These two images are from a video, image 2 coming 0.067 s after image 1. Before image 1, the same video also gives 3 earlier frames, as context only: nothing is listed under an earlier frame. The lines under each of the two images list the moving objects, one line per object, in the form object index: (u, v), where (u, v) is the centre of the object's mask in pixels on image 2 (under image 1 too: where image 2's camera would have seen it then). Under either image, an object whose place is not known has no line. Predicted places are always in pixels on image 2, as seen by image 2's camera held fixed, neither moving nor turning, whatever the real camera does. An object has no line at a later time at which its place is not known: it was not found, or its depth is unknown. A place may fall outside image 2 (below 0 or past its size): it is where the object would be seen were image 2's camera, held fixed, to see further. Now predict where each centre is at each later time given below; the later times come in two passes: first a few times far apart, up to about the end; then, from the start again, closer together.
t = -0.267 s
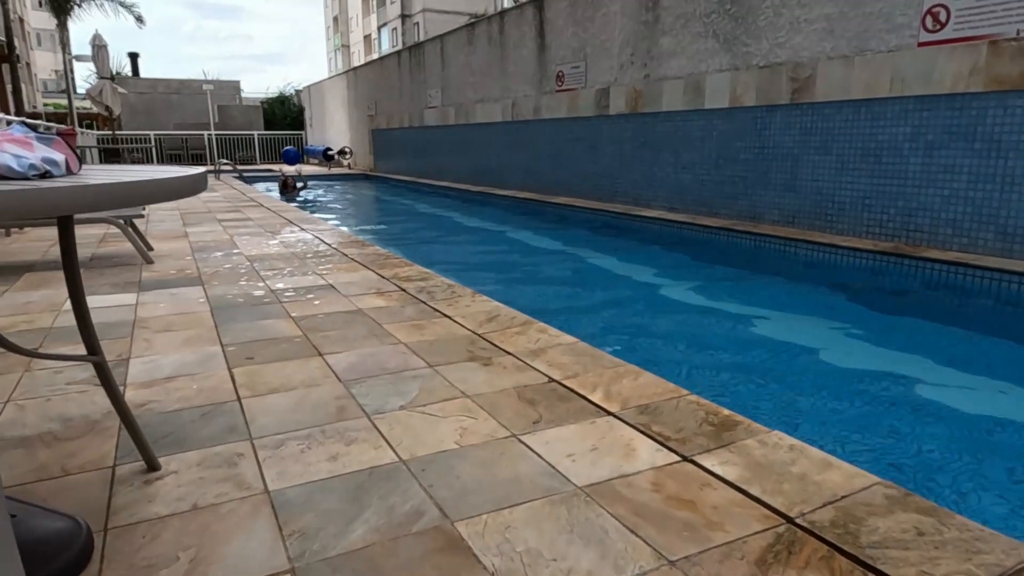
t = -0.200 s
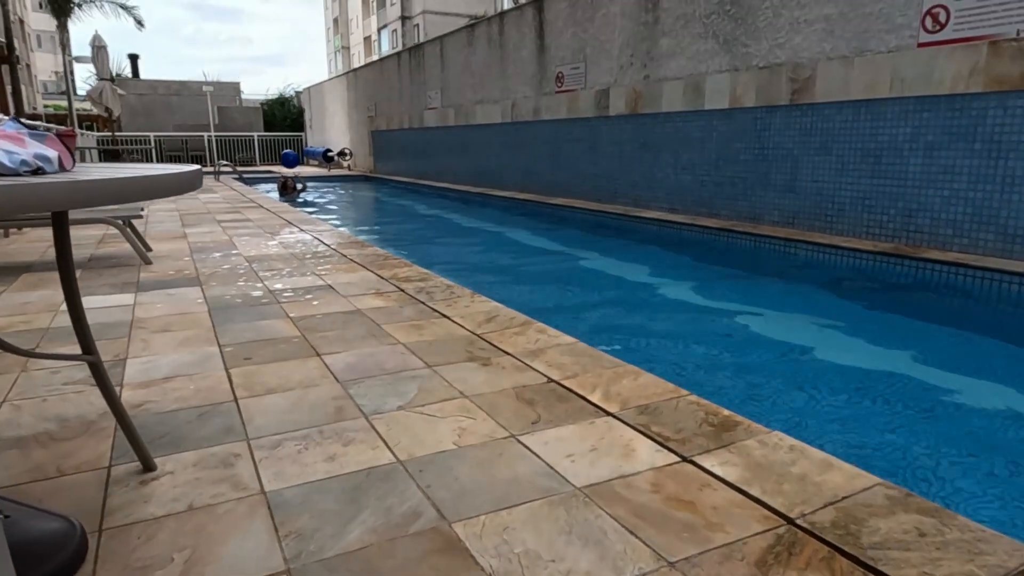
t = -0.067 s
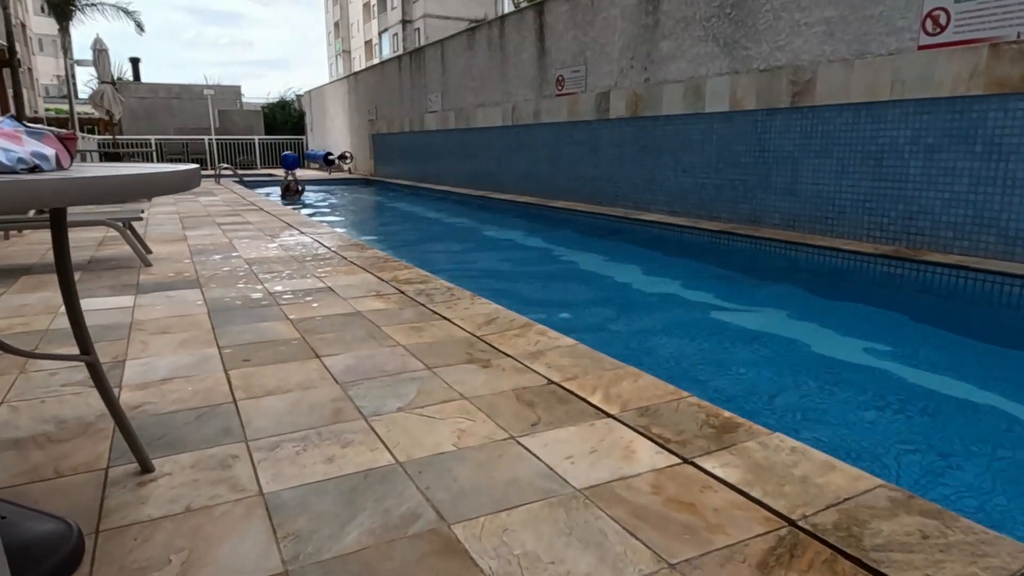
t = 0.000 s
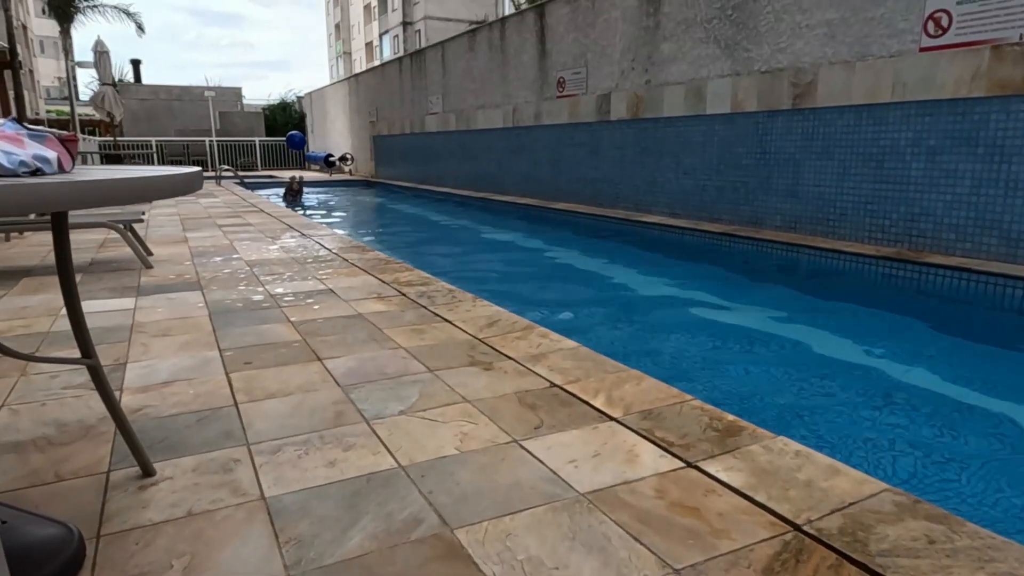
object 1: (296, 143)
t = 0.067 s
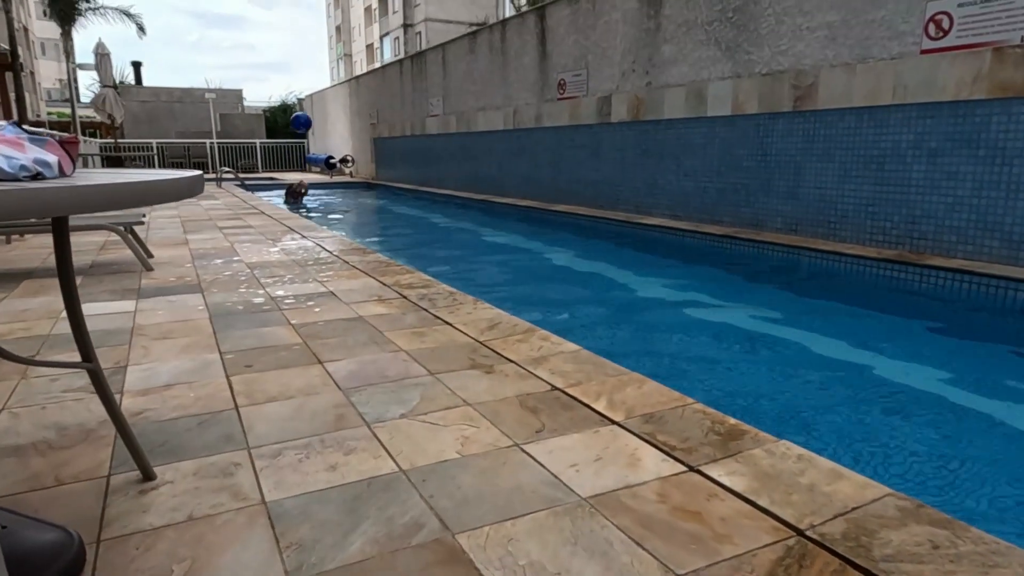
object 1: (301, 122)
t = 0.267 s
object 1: (315, 68)
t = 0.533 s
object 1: (338, 20)
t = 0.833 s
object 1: (375, 23)
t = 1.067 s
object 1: (409, 83)
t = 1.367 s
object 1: (446, 228)
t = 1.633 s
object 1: (451, 230)
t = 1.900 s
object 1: (453, 230)
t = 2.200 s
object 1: (454, 230)
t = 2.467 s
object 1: (454, 232)
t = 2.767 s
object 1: (453, 232)
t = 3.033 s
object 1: (452, 232)
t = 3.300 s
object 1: (450, 233)
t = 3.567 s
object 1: (449, 234)
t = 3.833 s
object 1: (448, 235)
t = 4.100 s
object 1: (446, 233)
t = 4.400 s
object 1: (443, 235)
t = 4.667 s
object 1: (442, 235)
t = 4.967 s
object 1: (438, 234)
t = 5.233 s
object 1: (435, 234)
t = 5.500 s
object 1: (431, 234)
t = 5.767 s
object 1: (425, 234)
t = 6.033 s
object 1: (418, 235)
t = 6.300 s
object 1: (413, 236)
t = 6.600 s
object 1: (405, 236)
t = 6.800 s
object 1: (397, 235)
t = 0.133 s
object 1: (306, 103)
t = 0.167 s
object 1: (309, 94)
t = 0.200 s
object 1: (311, 85)
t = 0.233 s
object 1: (313, 76)
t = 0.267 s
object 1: (315, 68)
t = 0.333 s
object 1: (320, 53)
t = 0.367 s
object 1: (323, 46)
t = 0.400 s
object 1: (326, 39)
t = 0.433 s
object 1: (329, 34)
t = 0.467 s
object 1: (332, 29)
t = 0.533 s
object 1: (338, 20)
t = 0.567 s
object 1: (342, 17)
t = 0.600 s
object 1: (345, 15)
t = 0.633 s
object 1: (349, 13)
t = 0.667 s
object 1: (353, 13)
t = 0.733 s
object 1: (361, 14)
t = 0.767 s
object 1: (366, 16)
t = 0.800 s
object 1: (370, 19)
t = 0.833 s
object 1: (375, 23)
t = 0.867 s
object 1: (380, 28)
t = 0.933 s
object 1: (390, 42)
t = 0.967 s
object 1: (395, 51)
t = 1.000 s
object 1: (400, 61)
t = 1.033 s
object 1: (404, 71)
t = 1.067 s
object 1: (409, 83)
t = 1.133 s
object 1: (418, 110)
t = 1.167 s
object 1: (422, 125)
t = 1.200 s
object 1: (427, 141)
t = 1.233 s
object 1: (431, 157)
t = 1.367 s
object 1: (446, 228)
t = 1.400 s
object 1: (449, 229)
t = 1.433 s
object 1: (449, 229)
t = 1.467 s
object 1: (449, 231)
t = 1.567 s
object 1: (451, 231)
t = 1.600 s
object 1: (451, 230)
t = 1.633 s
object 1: (451, 230)
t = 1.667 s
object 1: (452, 229)
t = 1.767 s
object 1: (453, 228)
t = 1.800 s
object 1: (453, 229)
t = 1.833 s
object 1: (453, 230)
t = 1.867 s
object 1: (453, 230)
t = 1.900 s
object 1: (453, 230)
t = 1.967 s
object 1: (453, 230)
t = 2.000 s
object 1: (454, 230)
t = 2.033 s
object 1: (454, 230)
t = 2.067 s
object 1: (454, 230)
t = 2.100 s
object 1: (454, 230)
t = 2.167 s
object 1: (454, 230)
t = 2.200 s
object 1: (454, 230)
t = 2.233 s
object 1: (453, 230)
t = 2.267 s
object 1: (453, 230)
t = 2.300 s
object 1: (453, 231)
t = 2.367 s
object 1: (453, 232)
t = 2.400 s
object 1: (454, 232)
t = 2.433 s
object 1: (453, 232)
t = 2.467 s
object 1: (454, 232)
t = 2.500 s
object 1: (454, 232)
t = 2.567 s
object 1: (454, 233)
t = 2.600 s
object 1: (454, 233)
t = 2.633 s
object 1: (454, 232)
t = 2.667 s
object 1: (454, 232)
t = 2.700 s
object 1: (454, 232)
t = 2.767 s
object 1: (453, 232)
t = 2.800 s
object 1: (453, 232)
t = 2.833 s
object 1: (453, 232)
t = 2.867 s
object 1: (453, 232)
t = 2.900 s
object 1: (453, 232)
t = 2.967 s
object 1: (453, 232)
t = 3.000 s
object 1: (452, 232)
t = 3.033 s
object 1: (452, 232)
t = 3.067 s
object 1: (452, 232)
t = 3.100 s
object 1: (452, 232)
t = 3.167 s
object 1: (451, 232)
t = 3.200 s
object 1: (451, 232)
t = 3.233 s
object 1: (450, 232)
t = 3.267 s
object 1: (450, 233)
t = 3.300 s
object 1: (450, 233)
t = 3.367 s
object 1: (450, 233)
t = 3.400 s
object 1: (449, 233)
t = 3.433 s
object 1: (449, 233)
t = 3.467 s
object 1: (449, 234)
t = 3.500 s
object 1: (449, 234)
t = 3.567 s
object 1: (449, 234)
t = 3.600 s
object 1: (449, 234)
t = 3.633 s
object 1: (449, 234)
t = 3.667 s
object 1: (449, 234)
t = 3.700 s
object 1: (449, 235)
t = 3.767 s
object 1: (449, 235)
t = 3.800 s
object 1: (448, 235)
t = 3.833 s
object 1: (448, 235)
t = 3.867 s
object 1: (448, 235)
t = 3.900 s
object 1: (448, 234)
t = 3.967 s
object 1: (447, 234)
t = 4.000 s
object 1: (447, 233)
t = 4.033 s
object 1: (447, 233)
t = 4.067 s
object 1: (446, 233)
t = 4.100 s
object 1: (446, 233)
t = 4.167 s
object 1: (445, 233)
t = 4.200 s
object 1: (445, 233)
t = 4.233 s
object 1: (444, 233)
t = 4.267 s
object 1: (444, 234)
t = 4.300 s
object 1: (444, 234)
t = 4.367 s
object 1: (443, 235)
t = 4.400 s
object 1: (443, 235)
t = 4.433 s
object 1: (443, 236)
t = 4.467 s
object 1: (443, 236)
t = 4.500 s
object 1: (442, 236)
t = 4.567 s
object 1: (442, 236)
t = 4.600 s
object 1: (442, 236)
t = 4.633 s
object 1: (442, 236)
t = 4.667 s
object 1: (442, 235)
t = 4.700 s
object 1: (441, 235)
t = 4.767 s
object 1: (441, 235)
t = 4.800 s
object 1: (440, 235)
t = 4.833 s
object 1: (440, 235)
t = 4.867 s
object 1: (439, 234)
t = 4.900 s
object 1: (439, 234)
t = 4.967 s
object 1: (438, 234)
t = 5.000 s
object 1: (437, 234)
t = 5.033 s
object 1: (437, 234)
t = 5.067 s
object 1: (437, 234)
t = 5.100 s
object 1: (436, 234)
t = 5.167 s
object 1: (435, 234)
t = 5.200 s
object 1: (435, 234)
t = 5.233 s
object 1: (435, 234)
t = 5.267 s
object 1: (435, 234)
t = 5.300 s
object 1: (434, 235)
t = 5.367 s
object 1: (433, 235)
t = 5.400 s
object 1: (433, 235)
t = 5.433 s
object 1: (432, 235)
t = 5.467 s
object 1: (432, 235)
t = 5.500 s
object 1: (431, 234)
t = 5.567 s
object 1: (429, 234)
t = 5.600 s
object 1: (429, 233)
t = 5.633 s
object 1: (428, 233)
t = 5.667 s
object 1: (427, 233)
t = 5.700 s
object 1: (427, 233)
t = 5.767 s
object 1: (425, 234)
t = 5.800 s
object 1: (424, 234)
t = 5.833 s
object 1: (423, 234)
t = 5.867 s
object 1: (422, 235)
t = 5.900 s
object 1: (421, 235)
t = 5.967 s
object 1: (419, 235)
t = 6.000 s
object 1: (419, 235)
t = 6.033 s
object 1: (418, 235)
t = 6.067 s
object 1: (417, 235)
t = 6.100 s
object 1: (417, 235)
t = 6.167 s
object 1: (415, 236)
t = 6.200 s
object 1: (415, 236)
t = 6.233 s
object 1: (414, 236)
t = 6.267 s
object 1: (413, 236)
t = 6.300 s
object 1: (413, 236)
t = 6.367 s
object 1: (411, 236)
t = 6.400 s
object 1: (411, 236)
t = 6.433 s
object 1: (410, 236)
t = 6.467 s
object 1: (409, 236)
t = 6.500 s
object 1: (408, 236)
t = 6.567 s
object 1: (406, 236)
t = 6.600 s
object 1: (405, 236)
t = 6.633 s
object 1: (404, 236)
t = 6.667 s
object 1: (402, 236)
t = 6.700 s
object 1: (401, 236)
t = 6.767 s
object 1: (399, 235)
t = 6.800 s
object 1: (397, 235)
